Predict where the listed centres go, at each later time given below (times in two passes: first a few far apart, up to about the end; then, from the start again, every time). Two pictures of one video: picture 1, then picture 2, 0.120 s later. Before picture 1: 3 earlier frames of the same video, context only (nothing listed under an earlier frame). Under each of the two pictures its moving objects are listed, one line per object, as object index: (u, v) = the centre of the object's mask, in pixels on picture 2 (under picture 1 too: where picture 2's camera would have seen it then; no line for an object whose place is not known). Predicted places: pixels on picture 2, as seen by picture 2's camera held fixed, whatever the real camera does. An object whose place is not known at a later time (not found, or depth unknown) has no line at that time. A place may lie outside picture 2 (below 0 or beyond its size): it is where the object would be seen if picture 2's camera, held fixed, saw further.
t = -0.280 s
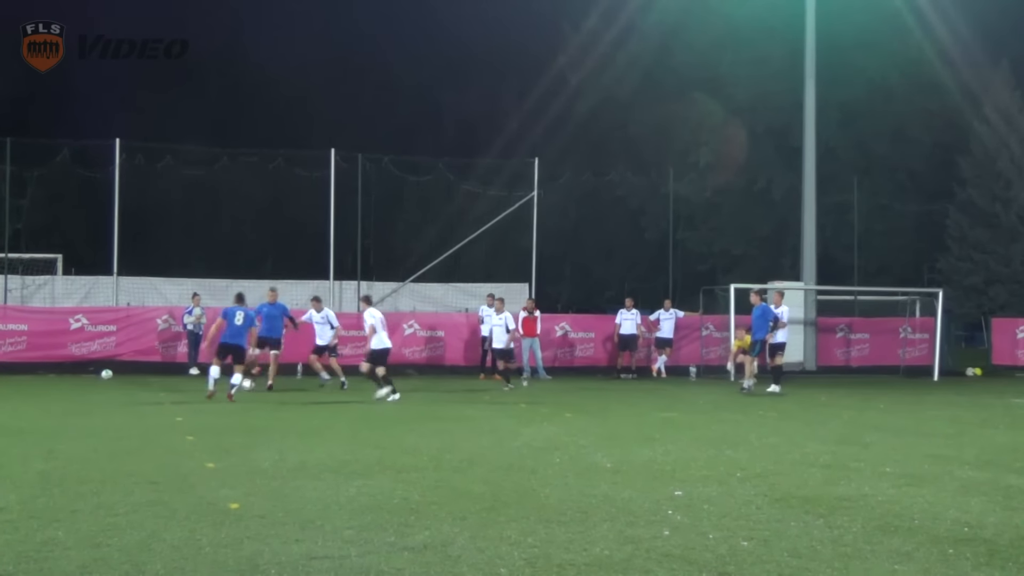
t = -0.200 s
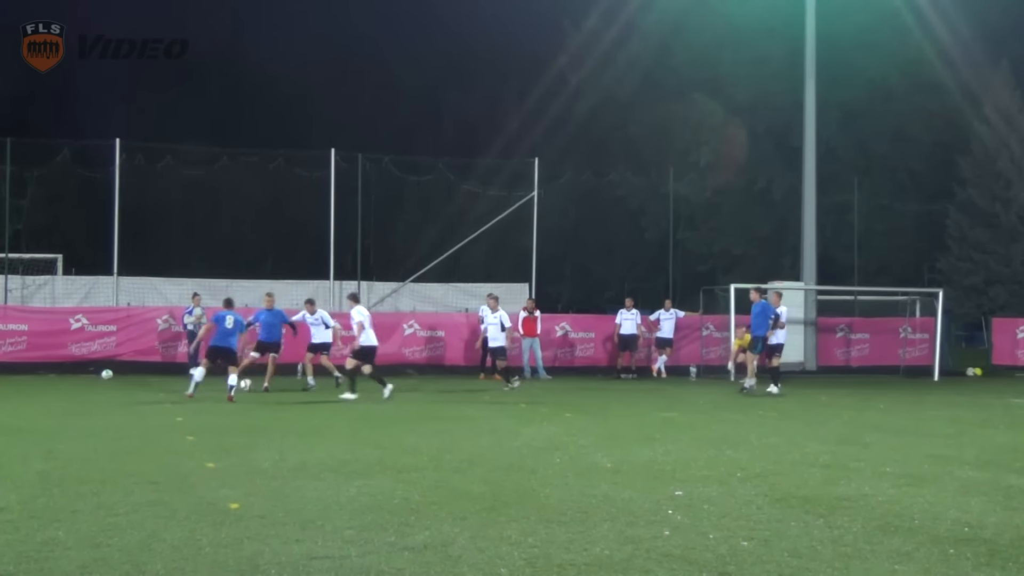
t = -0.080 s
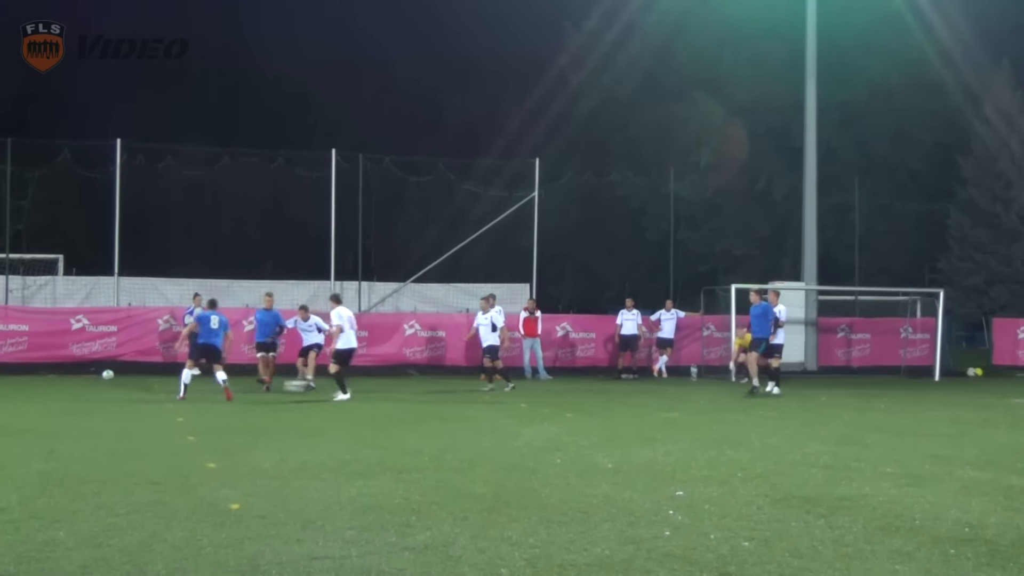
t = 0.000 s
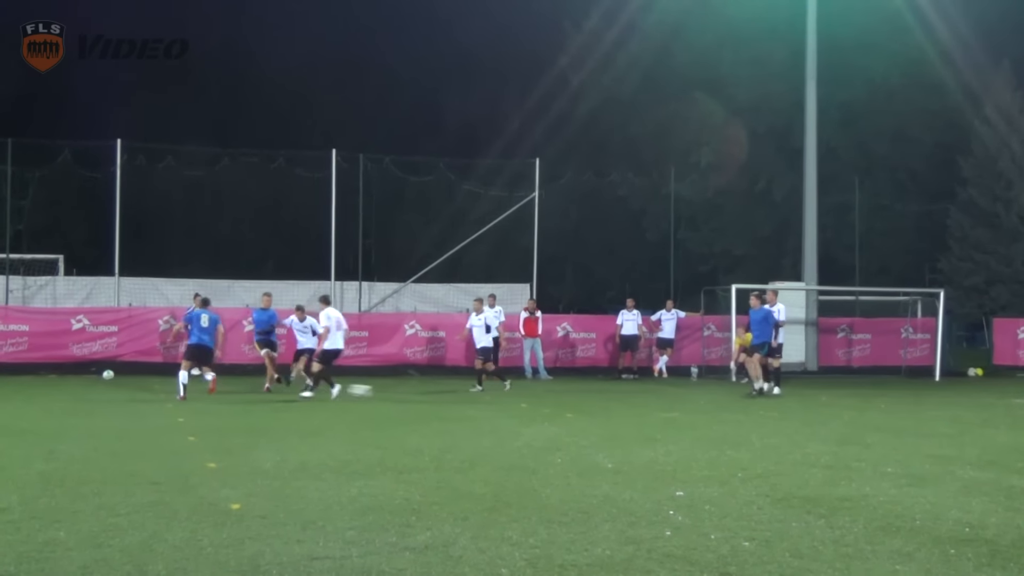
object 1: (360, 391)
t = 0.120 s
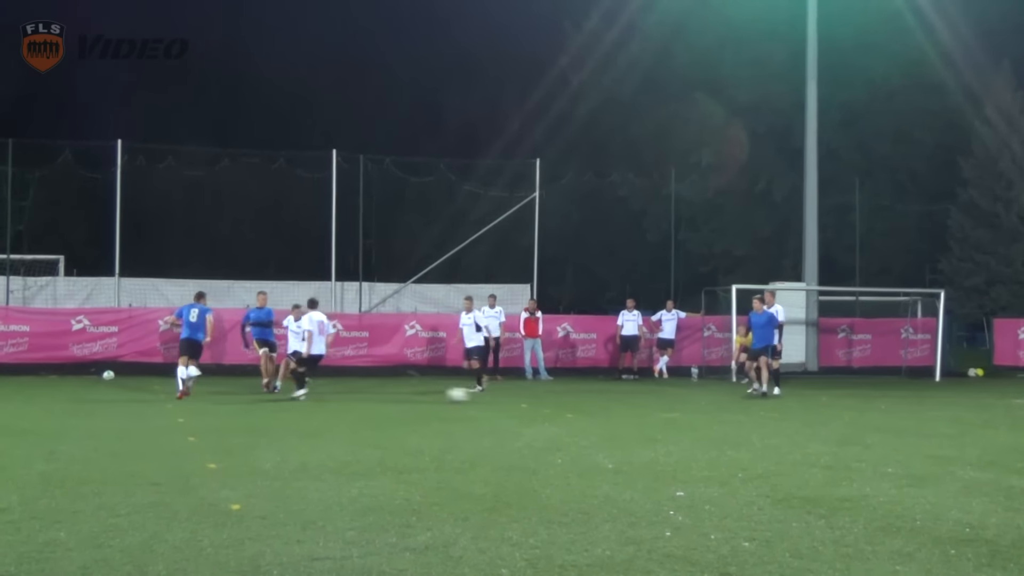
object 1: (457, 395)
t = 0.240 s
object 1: (560, 400)
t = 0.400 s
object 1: (701, 408)
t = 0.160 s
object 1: (492, 398)
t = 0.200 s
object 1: (526, 400)
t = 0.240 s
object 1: (560, 400)
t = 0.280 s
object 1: (594, 402)
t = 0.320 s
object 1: (628, 404)
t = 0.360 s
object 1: (664, 406)
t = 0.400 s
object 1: (701, 408)
